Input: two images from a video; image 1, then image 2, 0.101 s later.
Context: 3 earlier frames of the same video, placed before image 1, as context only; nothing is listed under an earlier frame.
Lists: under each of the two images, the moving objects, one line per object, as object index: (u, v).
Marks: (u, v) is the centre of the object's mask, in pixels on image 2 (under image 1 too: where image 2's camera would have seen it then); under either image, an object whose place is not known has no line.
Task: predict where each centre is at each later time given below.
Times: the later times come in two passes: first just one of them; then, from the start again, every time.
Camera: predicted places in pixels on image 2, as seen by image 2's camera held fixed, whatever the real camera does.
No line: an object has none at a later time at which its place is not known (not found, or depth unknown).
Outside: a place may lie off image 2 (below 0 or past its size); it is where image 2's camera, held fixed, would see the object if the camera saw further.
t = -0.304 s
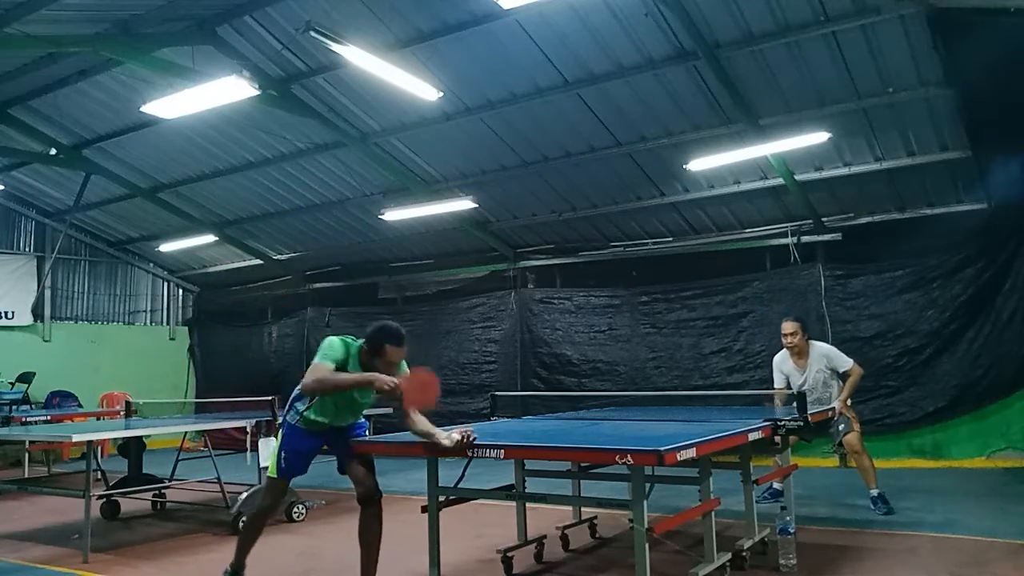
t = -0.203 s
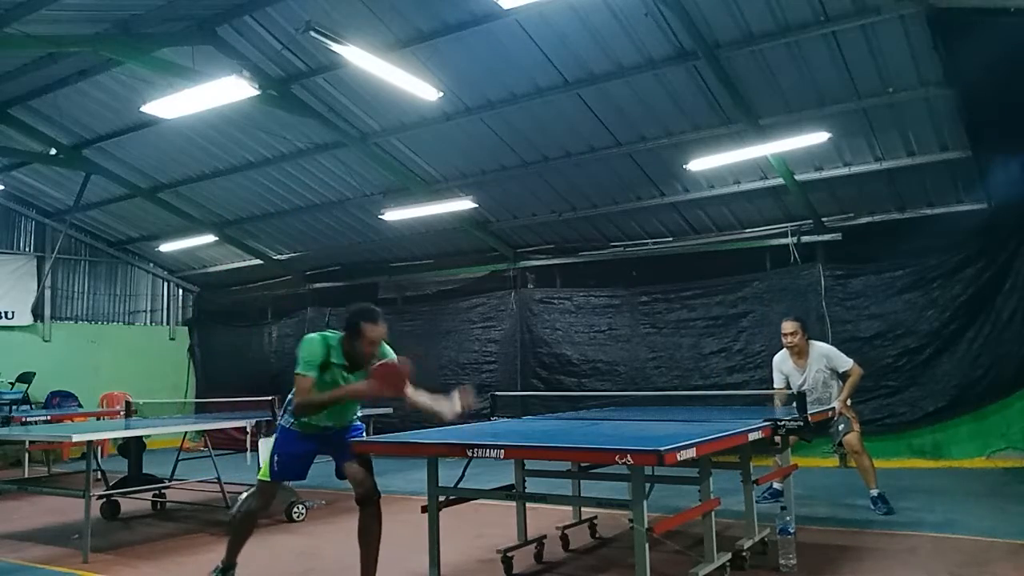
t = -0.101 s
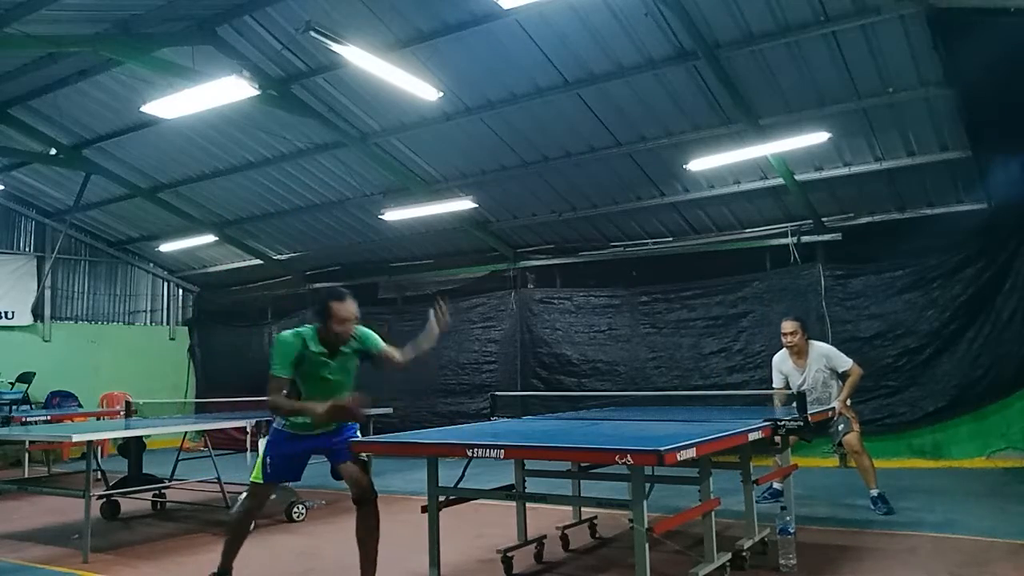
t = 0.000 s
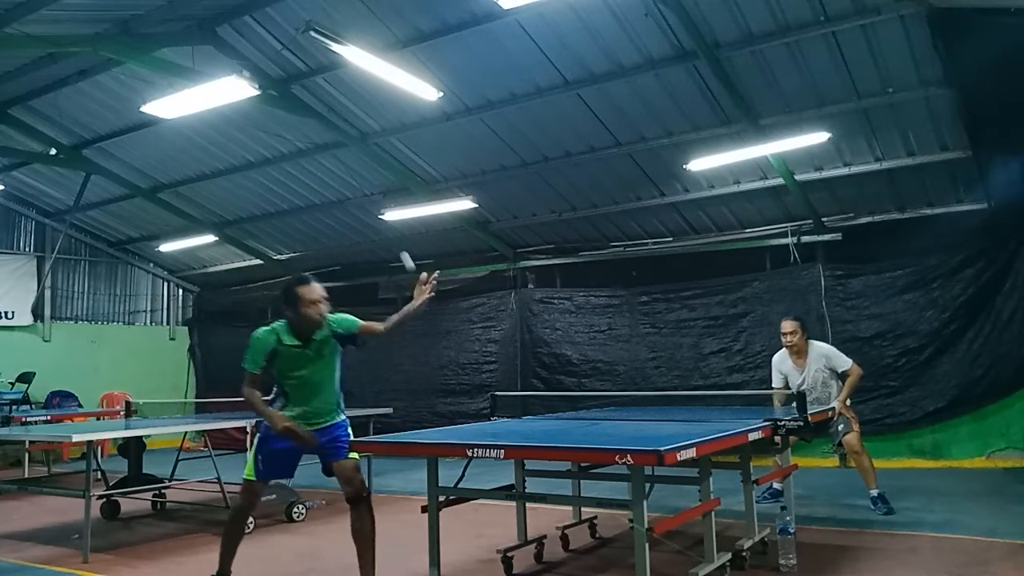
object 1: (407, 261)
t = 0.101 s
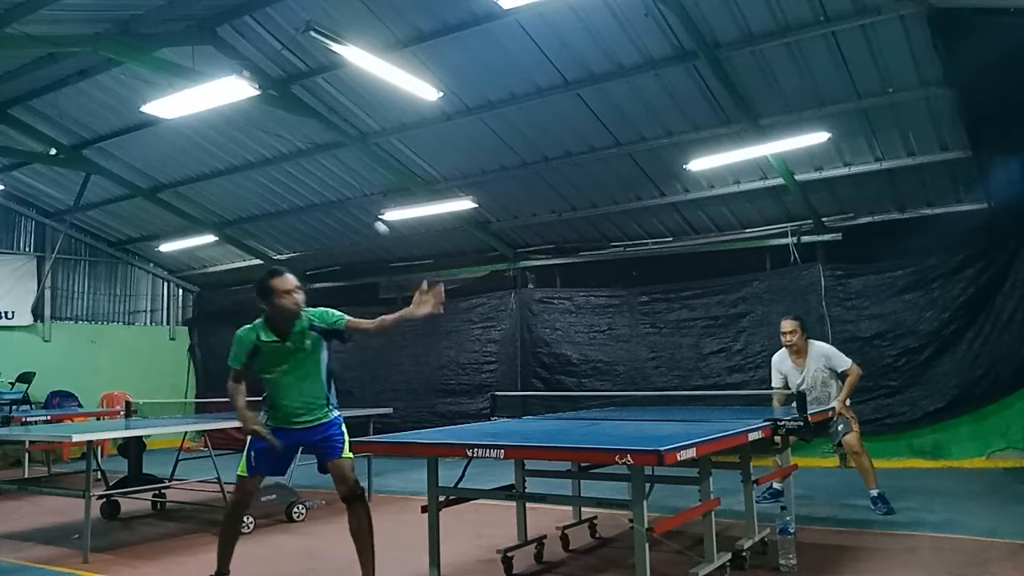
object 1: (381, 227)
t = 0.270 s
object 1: (341, 226)
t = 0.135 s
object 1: (372, 222)
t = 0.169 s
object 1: (365, 219)
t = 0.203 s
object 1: (357, 219)
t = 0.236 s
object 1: (348, 221)
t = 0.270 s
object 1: (341, 226)
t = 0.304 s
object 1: (333, 233)
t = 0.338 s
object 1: (325, 243)
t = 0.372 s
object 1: (317, 255)
